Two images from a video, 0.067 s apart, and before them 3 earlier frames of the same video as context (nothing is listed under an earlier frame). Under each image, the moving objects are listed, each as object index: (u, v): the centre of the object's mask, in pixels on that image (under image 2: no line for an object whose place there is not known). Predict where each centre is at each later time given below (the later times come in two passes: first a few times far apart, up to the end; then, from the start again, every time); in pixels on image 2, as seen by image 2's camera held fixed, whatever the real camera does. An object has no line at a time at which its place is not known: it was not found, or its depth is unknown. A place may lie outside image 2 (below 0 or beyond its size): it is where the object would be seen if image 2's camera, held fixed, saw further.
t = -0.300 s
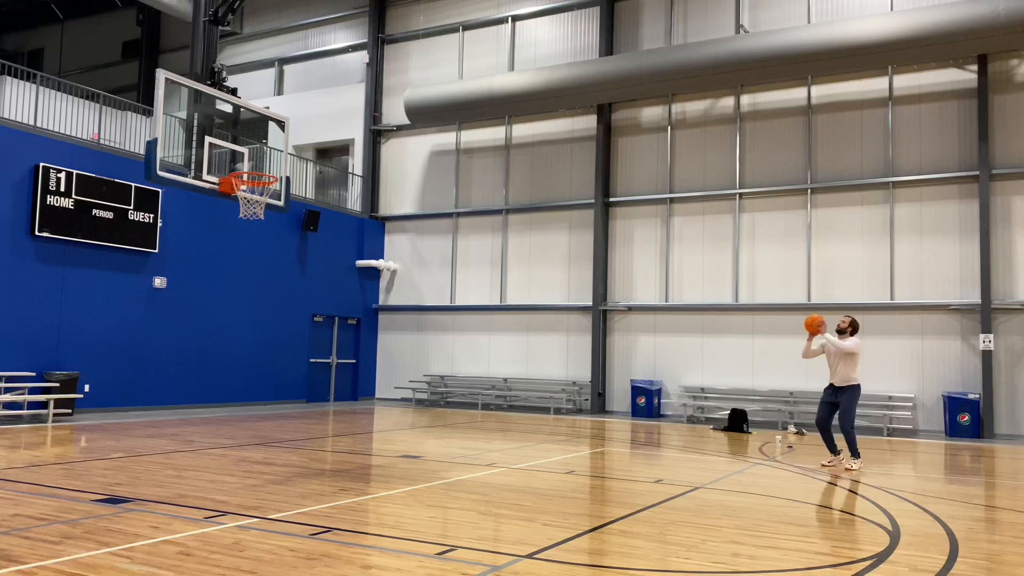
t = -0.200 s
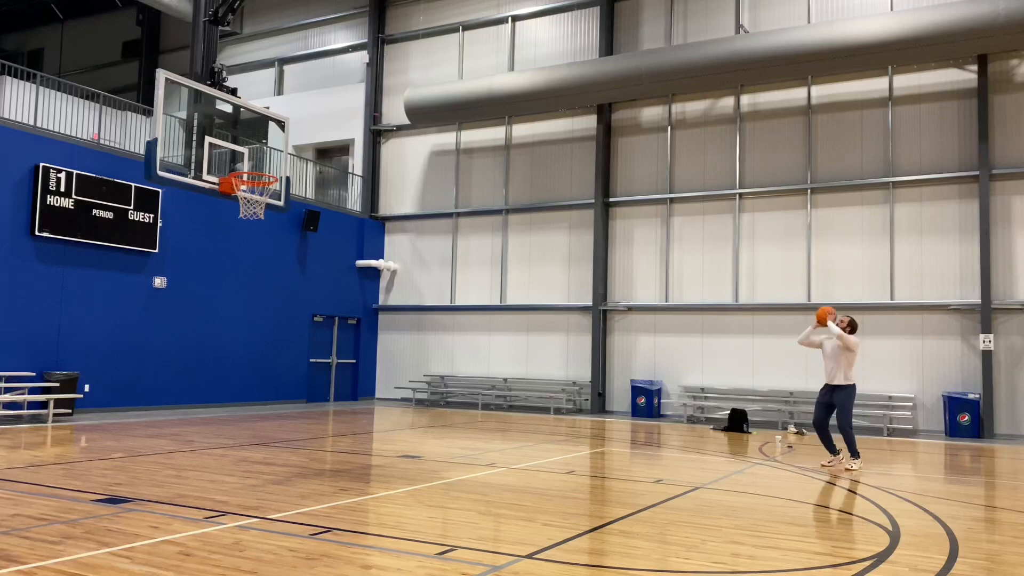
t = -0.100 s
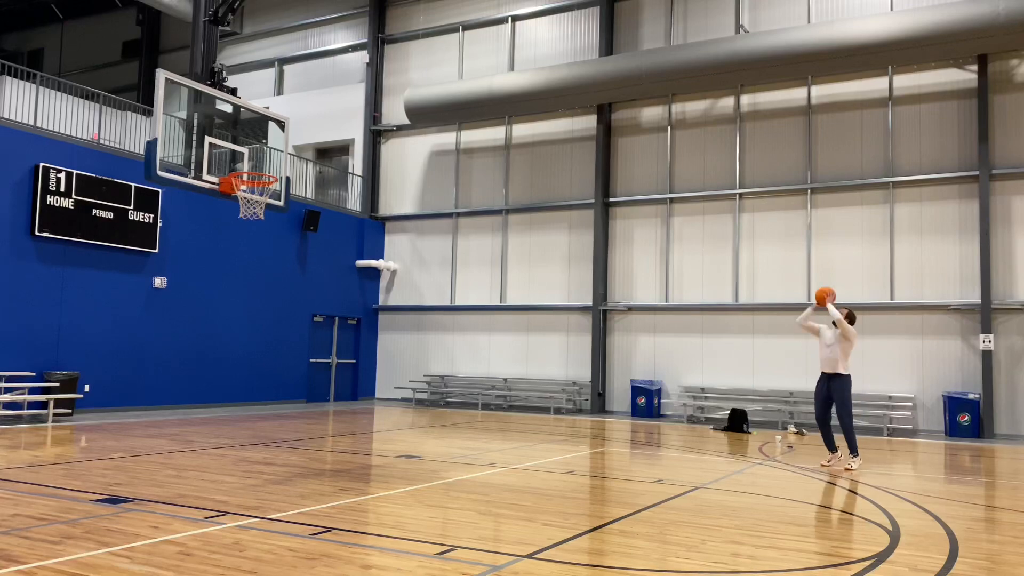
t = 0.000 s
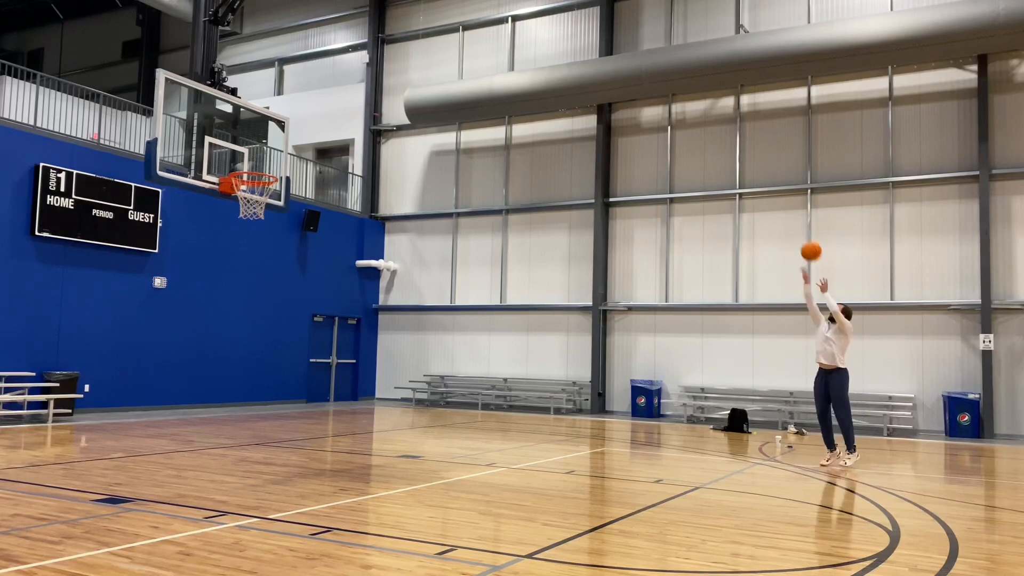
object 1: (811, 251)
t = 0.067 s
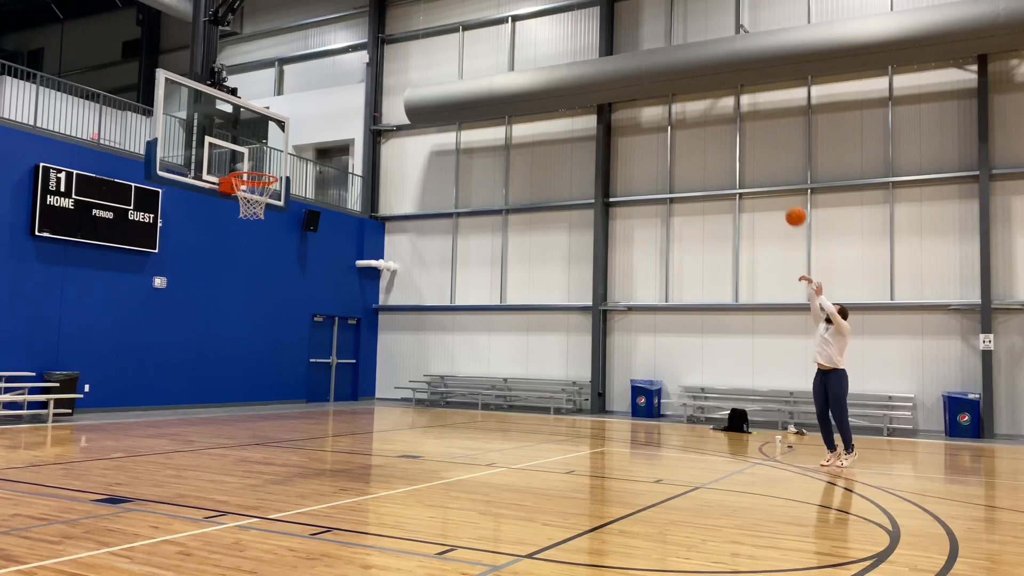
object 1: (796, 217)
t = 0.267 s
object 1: (749, 132)
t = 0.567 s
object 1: (679, 63)
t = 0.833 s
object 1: (614, 60)
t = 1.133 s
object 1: (536, 129)
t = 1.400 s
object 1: (462, 258)
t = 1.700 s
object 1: (378, 440)
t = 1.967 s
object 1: (367, 292)
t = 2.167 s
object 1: (357, 227)
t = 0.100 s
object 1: (788, 200)
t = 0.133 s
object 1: (780, 185)
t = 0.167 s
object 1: (773, 171)
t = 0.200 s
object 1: (765, 157)
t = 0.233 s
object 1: (757, 144)
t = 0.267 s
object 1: (749, 132)
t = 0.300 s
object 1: (741, 121)
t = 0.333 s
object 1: (734, 111)
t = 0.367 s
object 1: (726, 101)
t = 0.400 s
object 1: (718, 93)
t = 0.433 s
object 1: (711, 85)
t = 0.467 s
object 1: (703, 78)
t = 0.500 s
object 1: (695, 73)
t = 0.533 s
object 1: (687, 68)
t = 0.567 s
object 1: (679, 63)
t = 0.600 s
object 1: (671, 60)
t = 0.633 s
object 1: (663, 57)
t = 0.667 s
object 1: (655, 55)
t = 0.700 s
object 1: (647, 55)
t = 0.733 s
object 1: (639, 55)
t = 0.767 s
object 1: (631, 56)
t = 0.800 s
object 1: (622, 58)
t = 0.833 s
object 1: (614, 60)
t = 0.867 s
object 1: (606, 64)
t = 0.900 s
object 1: (597, 69)
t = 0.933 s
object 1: (589, 75)
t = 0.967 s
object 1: (581, 82)
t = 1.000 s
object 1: (572, 89)
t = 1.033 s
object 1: (563, 98)
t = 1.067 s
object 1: (555, 107)
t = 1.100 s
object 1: (545, 117)
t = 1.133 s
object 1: (536, 129)
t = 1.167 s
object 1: (527, 142)
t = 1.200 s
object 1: (519, 155)
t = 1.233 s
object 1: (509, 170)
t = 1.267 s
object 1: (500, 185)
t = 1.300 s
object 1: (491, 202)
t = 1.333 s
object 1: (481, 219)
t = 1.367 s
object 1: (472, 238)
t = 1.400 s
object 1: (462, 258)
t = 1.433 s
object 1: (452, 279)
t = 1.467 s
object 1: (443, 301)
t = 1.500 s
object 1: (432, 324)
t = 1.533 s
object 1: (422, 348)
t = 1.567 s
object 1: (411, 374)
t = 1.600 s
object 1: (401, 401)
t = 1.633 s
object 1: (390, 430)
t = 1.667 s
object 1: (379, 460)
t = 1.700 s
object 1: (378, 440)
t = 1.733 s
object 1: (376, 417)
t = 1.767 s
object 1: (375, 396)
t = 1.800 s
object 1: (374, 376)
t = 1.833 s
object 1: (373, 357)
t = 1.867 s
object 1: (372, 339)
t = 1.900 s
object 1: (370, 323)
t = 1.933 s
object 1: (369, 307)
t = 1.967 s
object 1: (367, 292)
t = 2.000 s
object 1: (366, 279)
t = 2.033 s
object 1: (364, 266)
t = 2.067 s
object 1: (362, 255)
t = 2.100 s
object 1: (360, 245)
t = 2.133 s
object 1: (359, 235)
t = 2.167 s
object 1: (357, 227)
